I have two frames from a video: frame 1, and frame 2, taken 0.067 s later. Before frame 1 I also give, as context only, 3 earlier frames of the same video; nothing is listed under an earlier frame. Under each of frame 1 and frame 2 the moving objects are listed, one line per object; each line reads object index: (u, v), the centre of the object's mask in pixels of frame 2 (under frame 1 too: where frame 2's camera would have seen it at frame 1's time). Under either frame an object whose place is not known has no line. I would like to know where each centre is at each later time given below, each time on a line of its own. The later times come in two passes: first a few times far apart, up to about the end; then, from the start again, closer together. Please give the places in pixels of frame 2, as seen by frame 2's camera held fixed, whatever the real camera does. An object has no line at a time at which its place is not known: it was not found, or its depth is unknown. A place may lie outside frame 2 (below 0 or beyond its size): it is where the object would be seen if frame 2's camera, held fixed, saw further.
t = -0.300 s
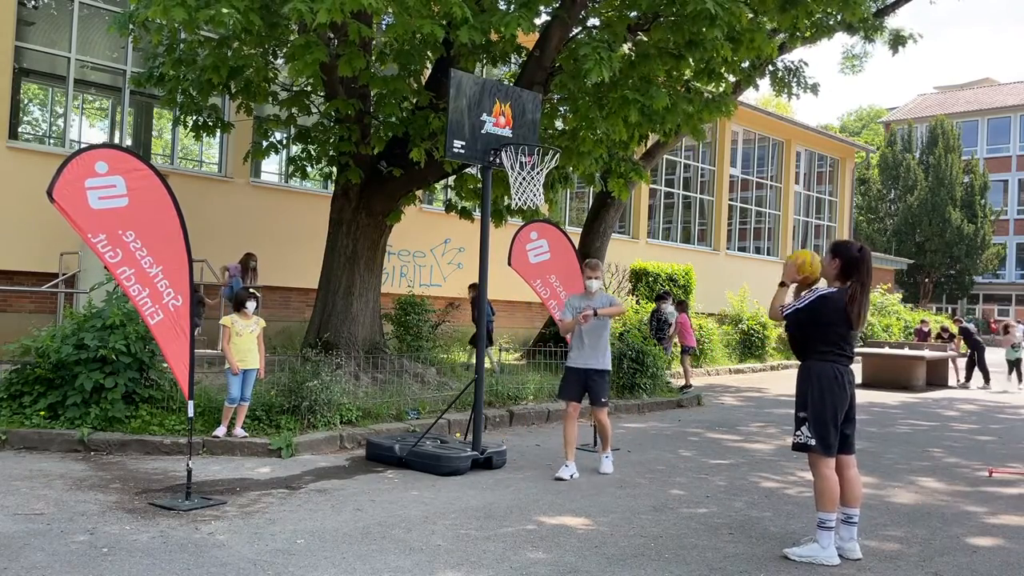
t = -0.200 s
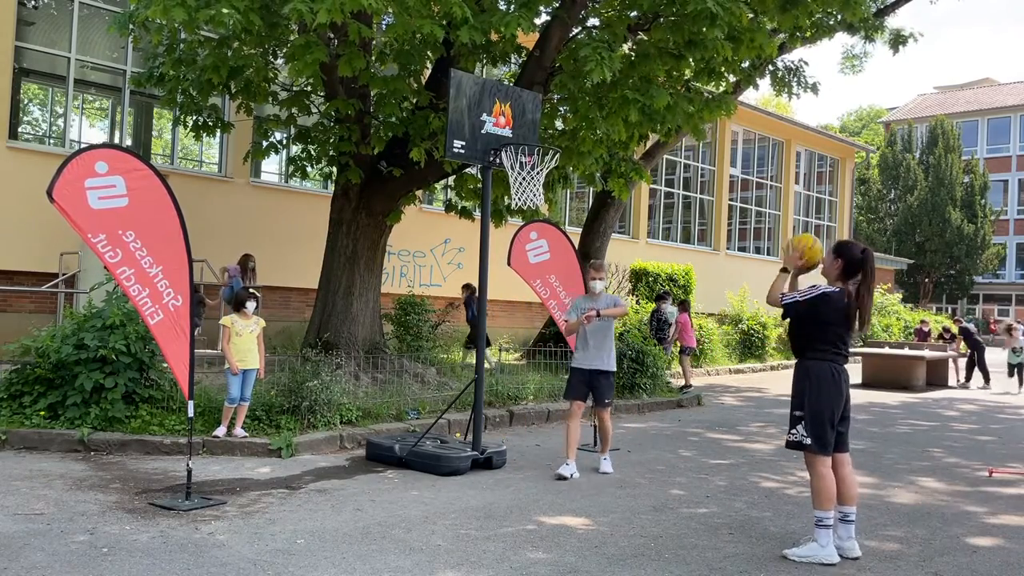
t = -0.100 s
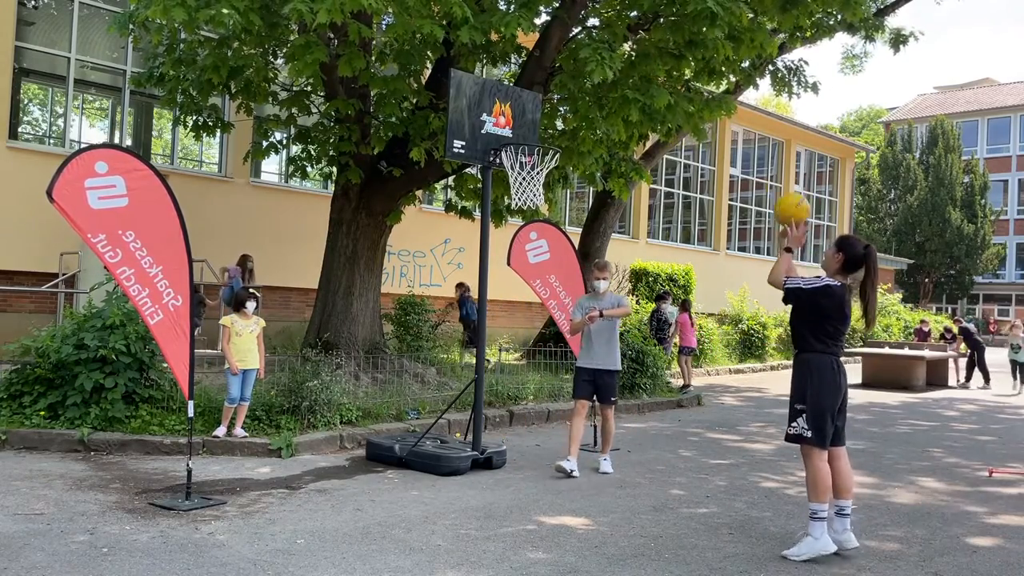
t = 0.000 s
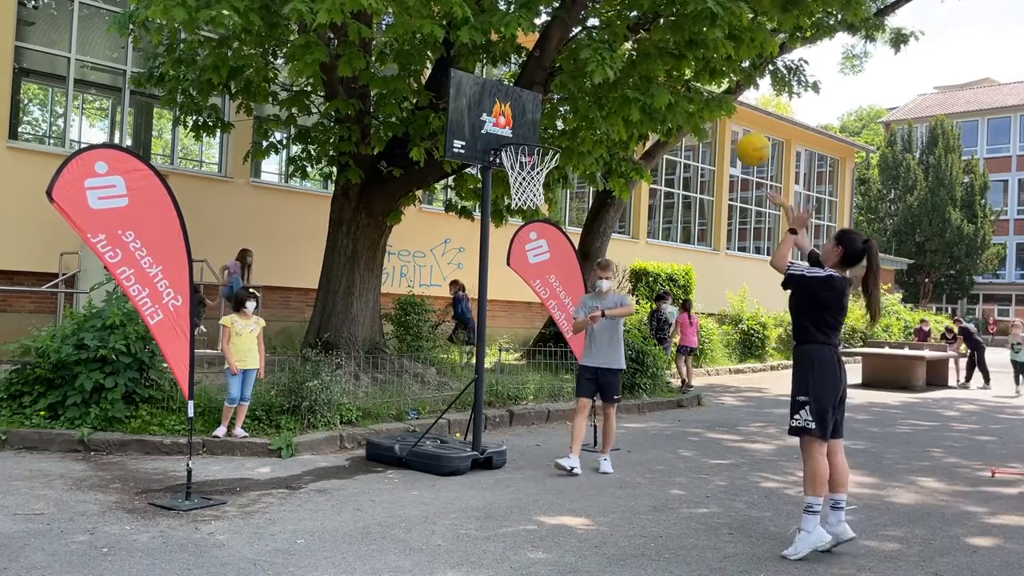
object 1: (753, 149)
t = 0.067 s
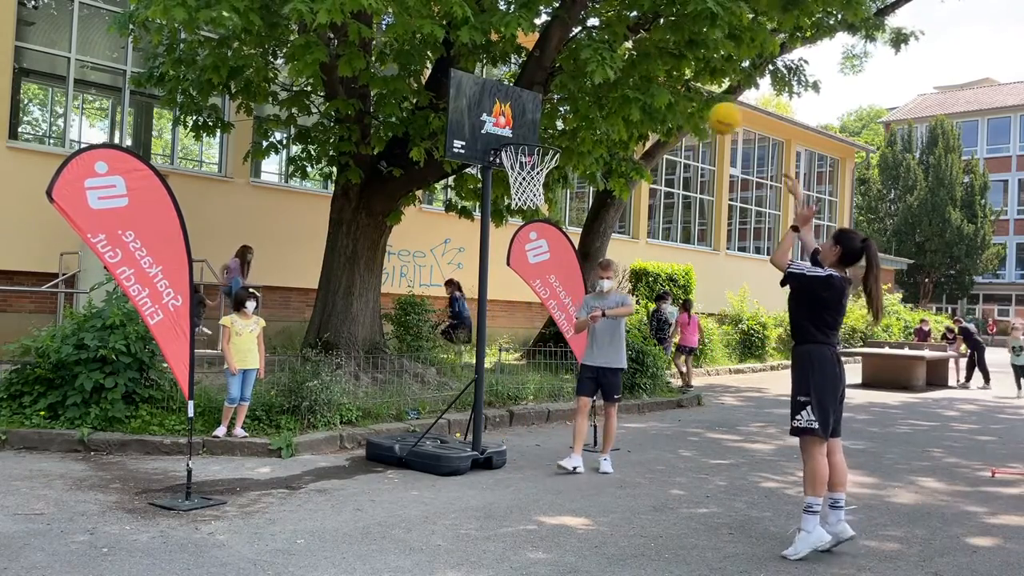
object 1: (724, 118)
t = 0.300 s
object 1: (634, 72)
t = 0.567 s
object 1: (549, 107)
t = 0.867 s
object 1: (526, 101)
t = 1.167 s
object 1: (551, 132)
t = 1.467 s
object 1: (529, 133)
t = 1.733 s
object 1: (537, 134)
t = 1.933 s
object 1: (517, 168)
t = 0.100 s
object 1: (710, 106)
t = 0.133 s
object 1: (697, 96)
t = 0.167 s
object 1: (684, 88)
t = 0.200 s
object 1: (671, 81)
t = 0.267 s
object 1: (646, 73)
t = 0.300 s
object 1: (634, 72)
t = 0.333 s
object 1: (622, 71)
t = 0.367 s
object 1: (611, 72)
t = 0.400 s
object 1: (600, 75)
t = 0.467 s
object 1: (579, 84)
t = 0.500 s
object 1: (568, 90)
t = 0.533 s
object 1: (558, 98)
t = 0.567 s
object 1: (549, 107)
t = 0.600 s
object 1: (539, 117)
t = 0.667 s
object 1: (521, 139)
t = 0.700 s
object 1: (518, 131)
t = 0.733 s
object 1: (516, 122)
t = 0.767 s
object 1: (517, 115)
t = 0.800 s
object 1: (520, 109)
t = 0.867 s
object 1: (526, 101)
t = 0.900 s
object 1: (529, 99)
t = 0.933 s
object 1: (532, 99)
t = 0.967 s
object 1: (535, 99)
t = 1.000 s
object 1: (538, 101)
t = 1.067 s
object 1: (543, 109)
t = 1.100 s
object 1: (546, 116)
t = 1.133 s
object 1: (548, 123)
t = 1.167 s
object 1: (551, 132)
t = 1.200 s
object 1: (552, 139)
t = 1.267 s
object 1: (537, 135)
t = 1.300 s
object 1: (530, 136)
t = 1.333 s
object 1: (523, 135)
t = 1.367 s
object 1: (515, 141)
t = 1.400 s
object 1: (518, 139)
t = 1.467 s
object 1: (529, 133)
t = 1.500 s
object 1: (535, 133)
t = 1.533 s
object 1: (541, 134)
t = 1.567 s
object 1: (547, 136)
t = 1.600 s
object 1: (550, 138)
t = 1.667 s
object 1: (543, 135)
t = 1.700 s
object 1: (540, 134)
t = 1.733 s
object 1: (537, 134)
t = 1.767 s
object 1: (534, 136)
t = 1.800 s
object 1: (530, 141)
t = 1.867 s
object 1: (524, 153)
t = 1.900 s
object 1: (521, 159)
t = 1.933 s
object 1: (517, 168)
